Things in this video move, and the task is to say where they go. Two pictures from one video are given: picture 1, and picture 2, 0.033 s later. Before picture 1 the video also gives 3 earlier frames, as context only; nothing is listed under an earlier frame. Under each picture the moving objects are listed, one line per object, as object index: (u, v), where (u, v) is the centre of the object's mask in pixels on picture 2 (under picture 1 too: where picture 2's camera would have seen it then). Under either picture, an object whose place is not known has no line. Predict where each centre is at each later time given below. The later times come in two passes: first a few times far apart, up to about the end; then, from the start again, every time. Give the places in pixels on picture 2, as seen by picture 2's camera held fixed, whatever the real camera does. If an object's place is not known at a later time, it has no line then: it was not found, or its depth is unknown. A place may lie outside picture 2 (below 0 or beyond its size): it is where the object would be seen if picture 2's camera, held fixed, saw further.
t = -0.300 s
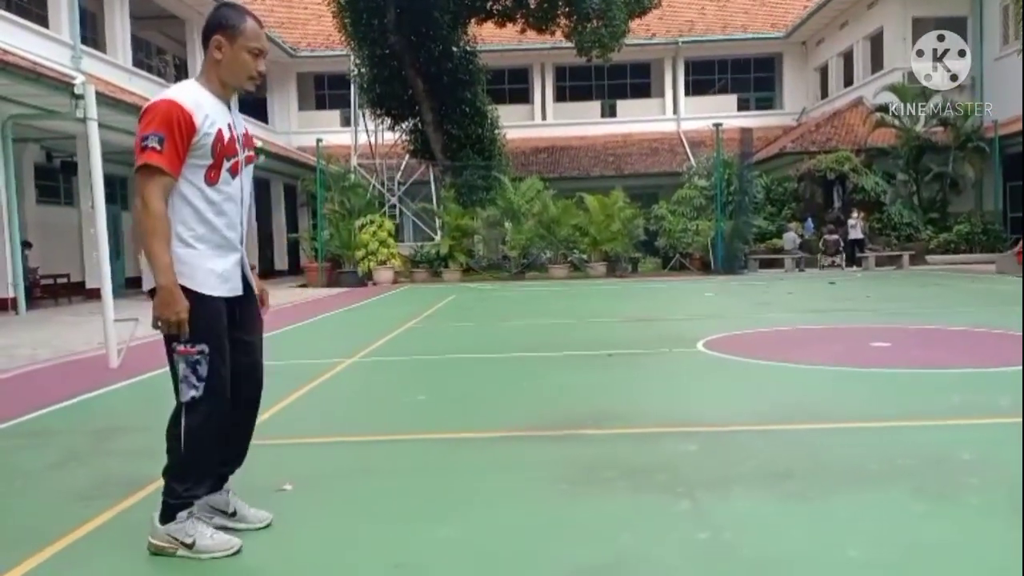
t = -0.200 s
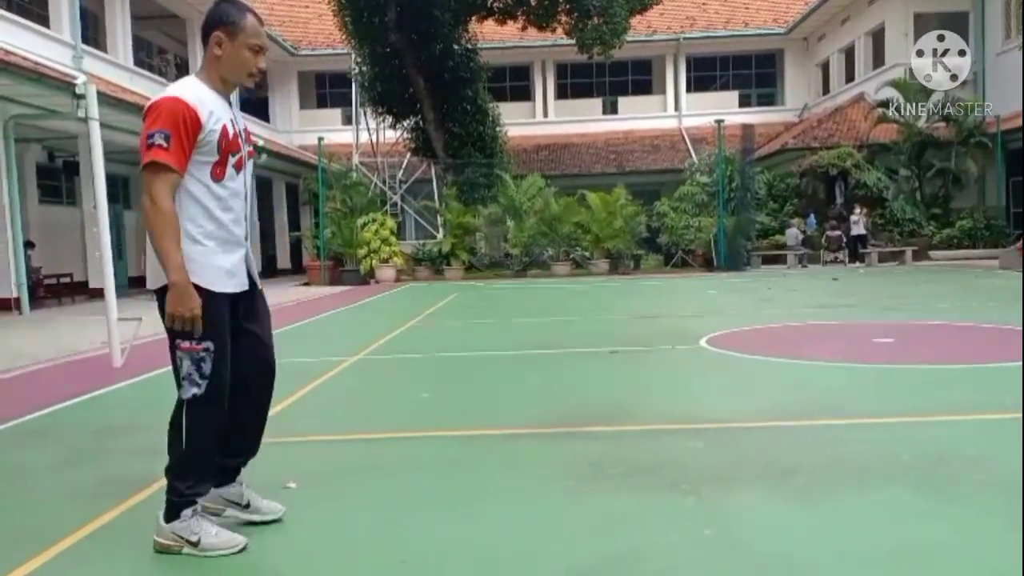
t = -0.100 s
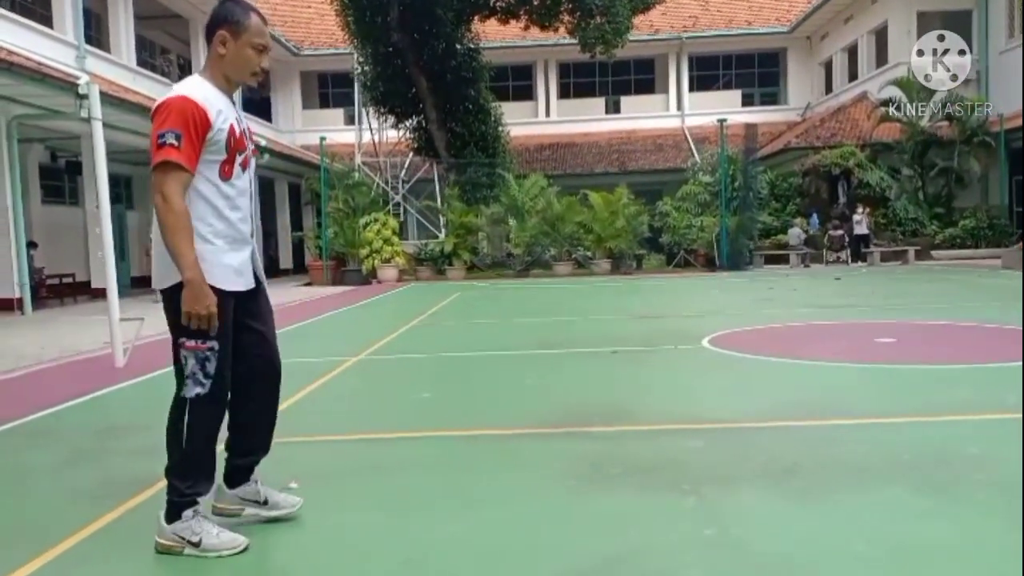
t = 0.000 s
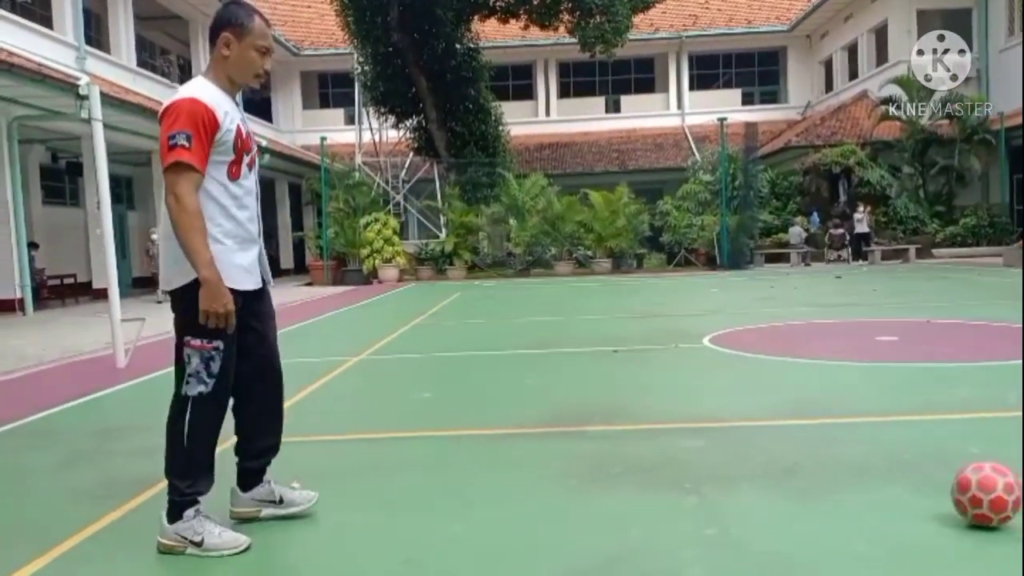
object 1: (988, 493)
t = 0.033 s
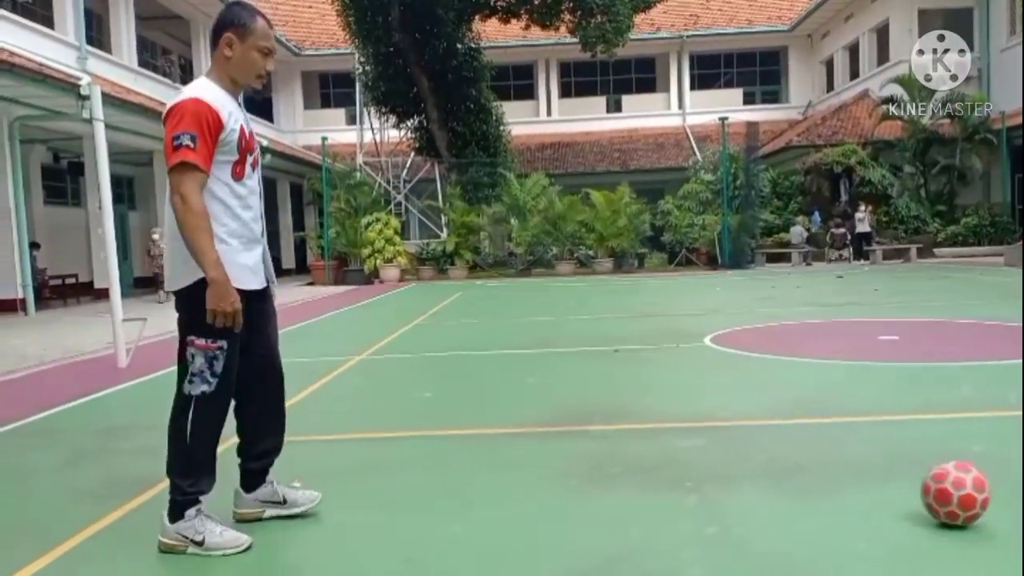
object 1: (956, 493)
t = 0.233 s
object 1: (771, 491)
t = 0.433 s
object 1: (600, 488)
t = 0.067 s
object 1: (924, 493)
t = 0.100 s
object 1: (891, 492)
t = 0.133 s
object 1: (861, 492)
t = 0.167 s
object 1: (831, 492)
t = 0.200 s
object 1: (801, 492)
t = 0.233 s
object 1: (771, 491)
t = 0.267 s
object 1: (741, 491)
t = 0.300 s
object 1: (711, 490)
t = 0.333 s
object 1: (683, 491)
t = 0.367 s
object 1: (655, 489)
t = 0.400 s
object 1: (628, 489)
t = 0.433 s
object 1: (600, 488)
